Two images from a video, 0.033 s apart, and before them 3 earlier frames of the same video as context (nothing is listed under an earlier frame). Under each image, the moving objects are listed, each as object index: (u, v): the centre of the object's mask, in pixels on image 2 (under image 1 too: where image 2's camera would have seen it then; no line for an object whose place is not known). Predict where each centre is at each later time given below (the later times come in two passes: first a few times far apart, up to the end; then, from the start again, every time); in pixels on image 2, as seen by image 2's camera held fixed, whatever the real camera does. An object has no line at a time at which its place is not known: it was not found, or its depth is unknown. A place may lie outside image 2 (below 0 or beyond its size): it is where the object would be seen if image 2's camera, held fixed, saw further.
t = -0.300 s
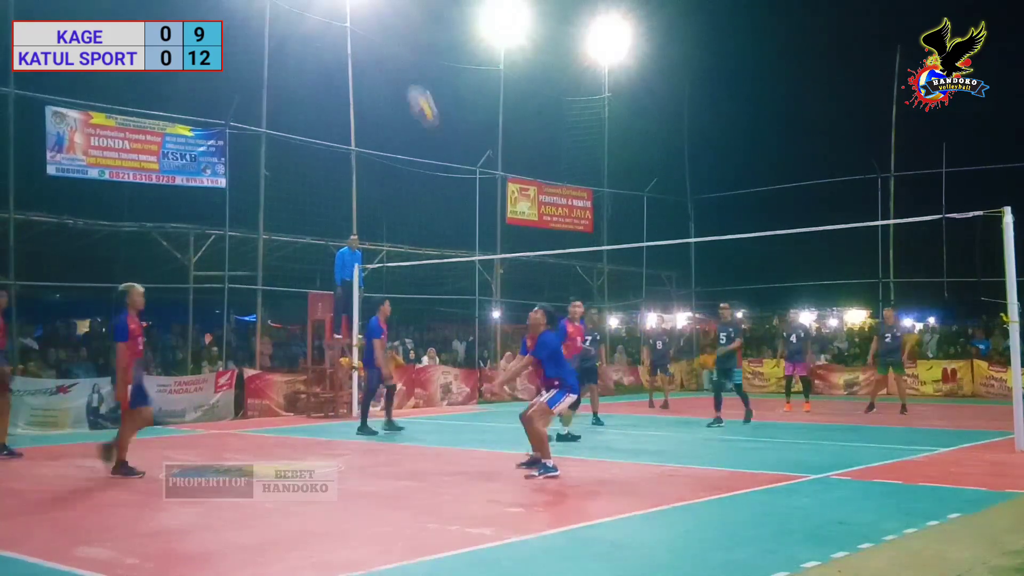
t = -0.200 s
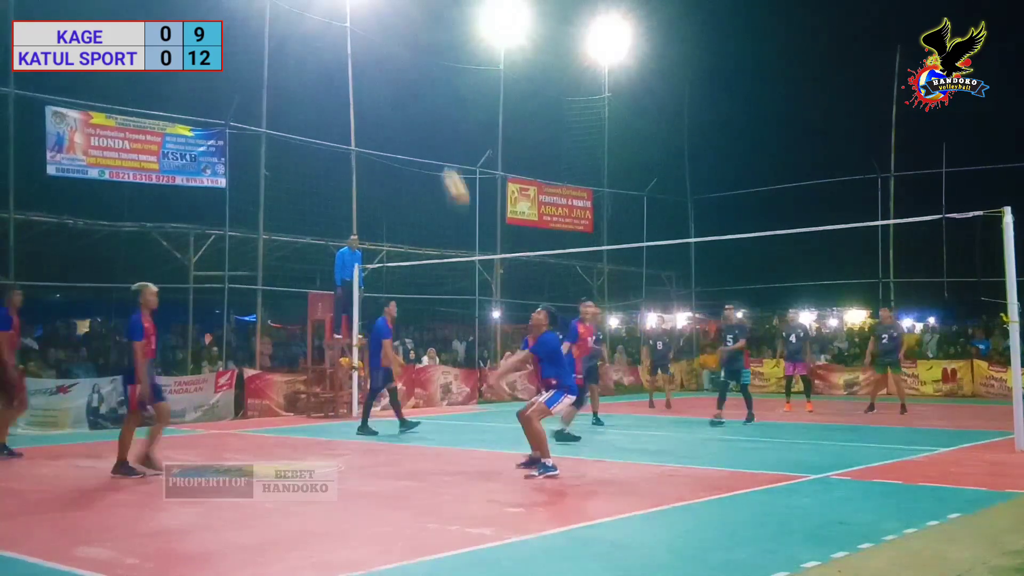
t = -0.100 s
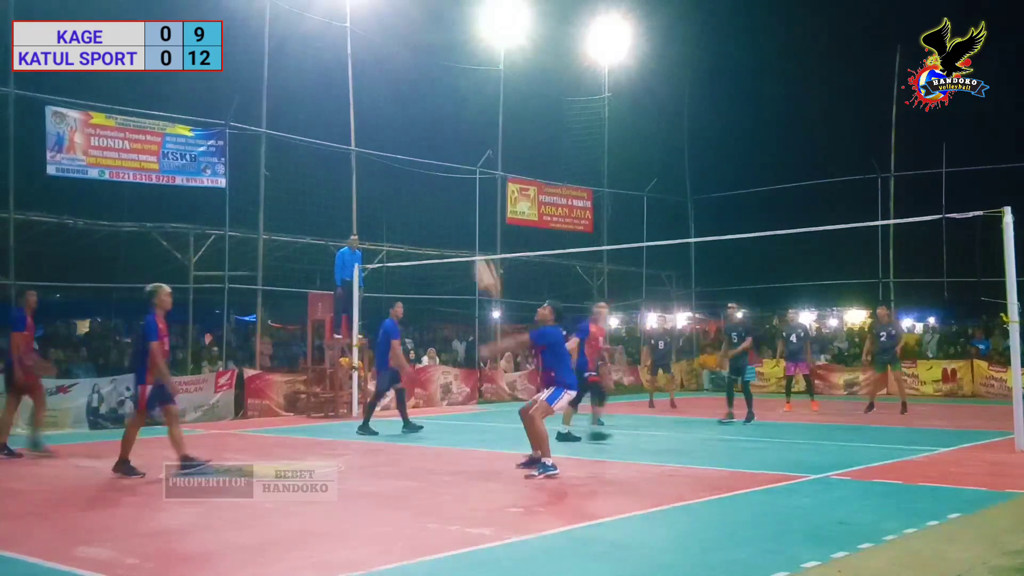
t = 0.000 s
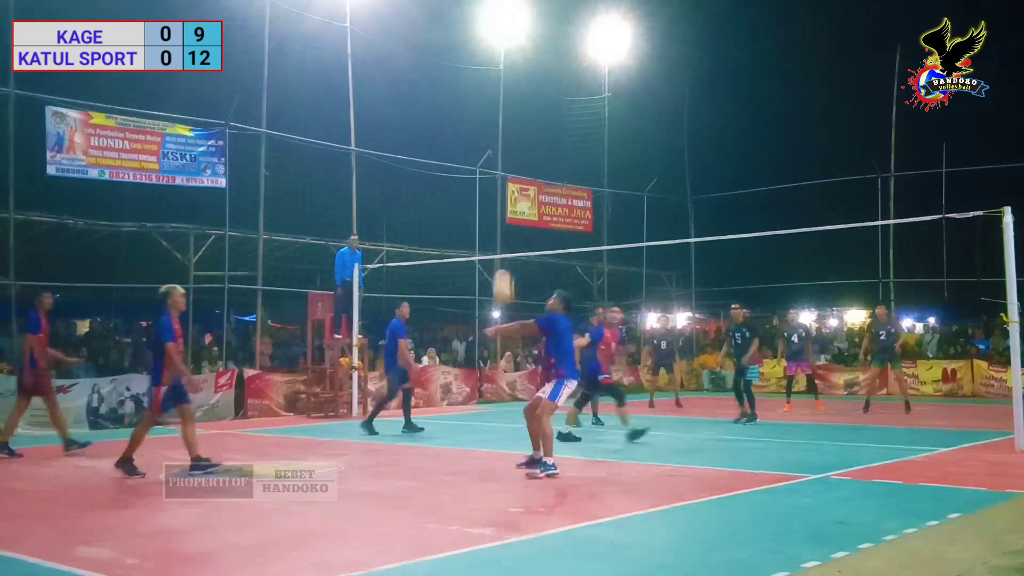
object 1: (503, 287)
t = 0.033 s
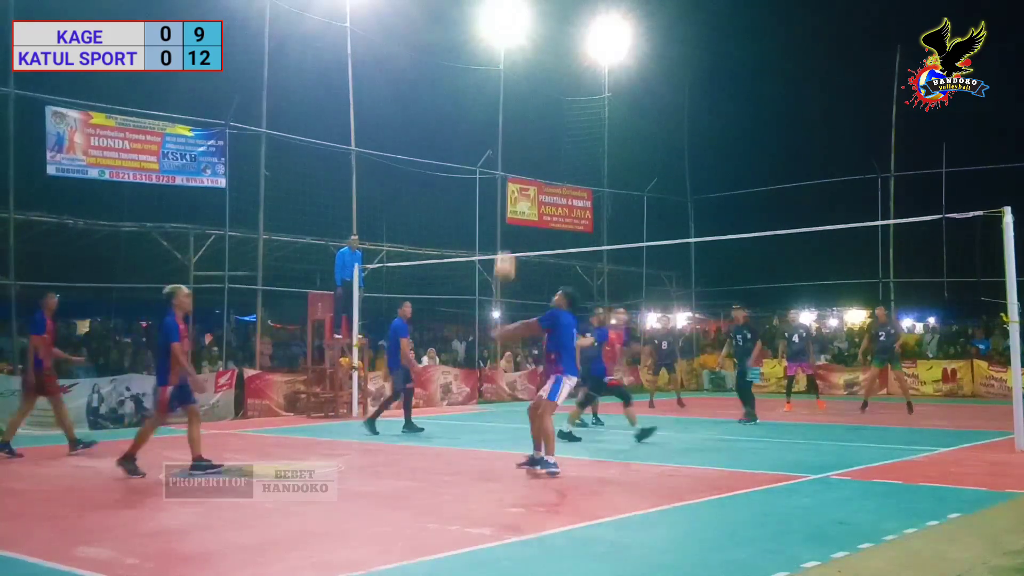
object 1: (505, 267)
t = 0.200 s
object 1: (506, 192)
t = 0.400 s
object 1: (519, 155)
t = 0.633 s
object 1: (528, 157)
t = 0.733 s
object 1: (532, 170)
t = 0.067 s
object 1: (506, 250)
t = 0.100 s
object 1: (508, 233)
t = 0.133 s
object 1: (508, 217)
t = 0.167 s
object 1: (505, 204)
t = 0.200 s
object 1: (506, 192)
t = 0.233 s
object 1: (512, 184)
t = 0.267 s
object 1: (514, 175)
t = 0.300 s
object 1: (515, 169)
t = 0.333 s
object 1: (516, 163)
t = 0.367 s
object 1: (517, 158)
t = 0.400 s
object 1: (519, 155)
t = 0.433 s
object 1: (520, 153)
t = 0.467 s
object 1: (521, 152)
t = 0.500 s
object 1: (523, 151)
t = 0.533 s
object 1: (524, 152)
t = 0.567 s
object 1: (526, 153)
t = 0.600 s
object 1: (527, 155)
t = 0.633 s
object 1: (528, 157)
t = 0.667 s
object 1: (530, 161)
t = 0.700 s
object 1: (531, 165)
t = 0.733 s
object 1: (532, 170)
